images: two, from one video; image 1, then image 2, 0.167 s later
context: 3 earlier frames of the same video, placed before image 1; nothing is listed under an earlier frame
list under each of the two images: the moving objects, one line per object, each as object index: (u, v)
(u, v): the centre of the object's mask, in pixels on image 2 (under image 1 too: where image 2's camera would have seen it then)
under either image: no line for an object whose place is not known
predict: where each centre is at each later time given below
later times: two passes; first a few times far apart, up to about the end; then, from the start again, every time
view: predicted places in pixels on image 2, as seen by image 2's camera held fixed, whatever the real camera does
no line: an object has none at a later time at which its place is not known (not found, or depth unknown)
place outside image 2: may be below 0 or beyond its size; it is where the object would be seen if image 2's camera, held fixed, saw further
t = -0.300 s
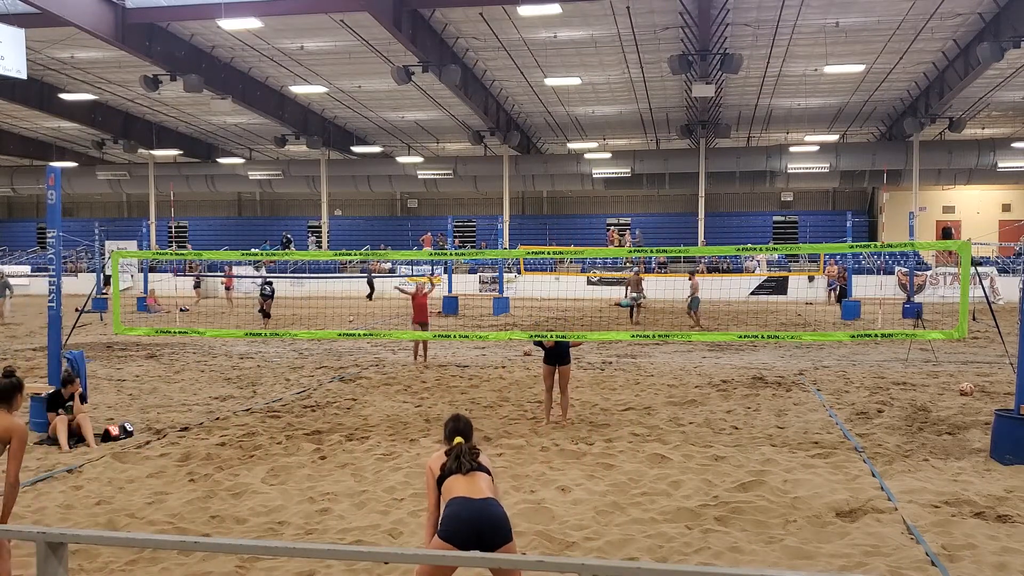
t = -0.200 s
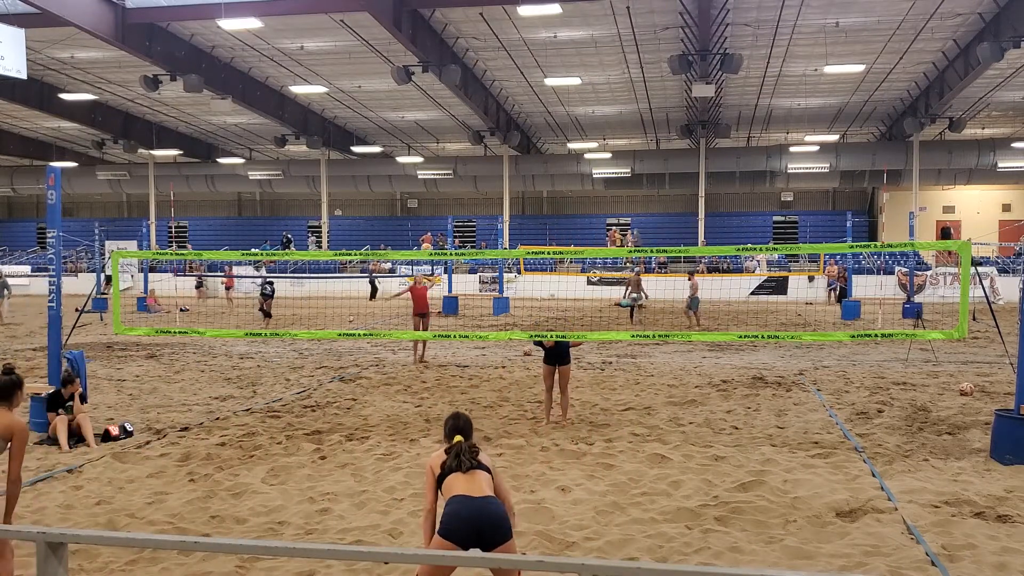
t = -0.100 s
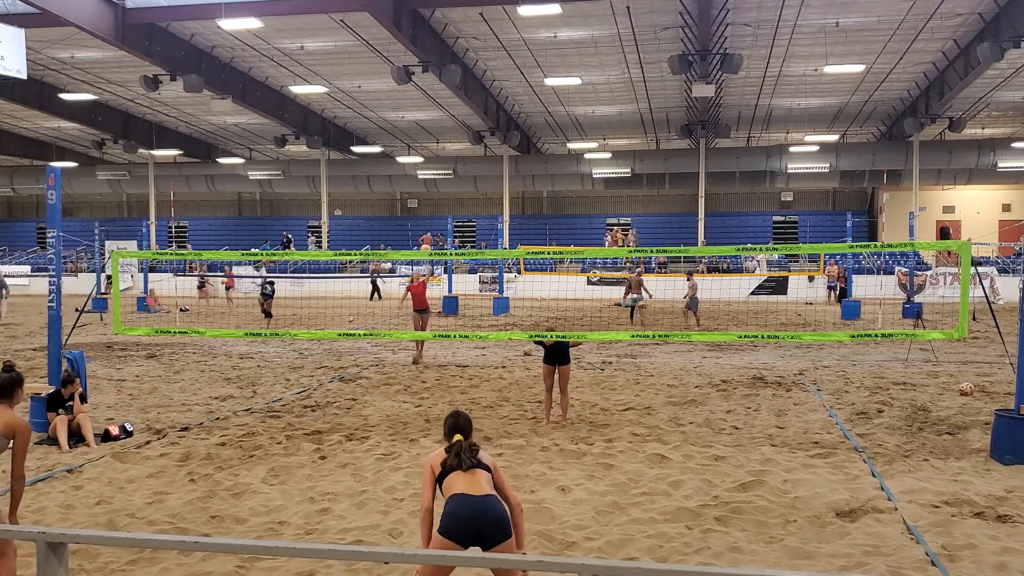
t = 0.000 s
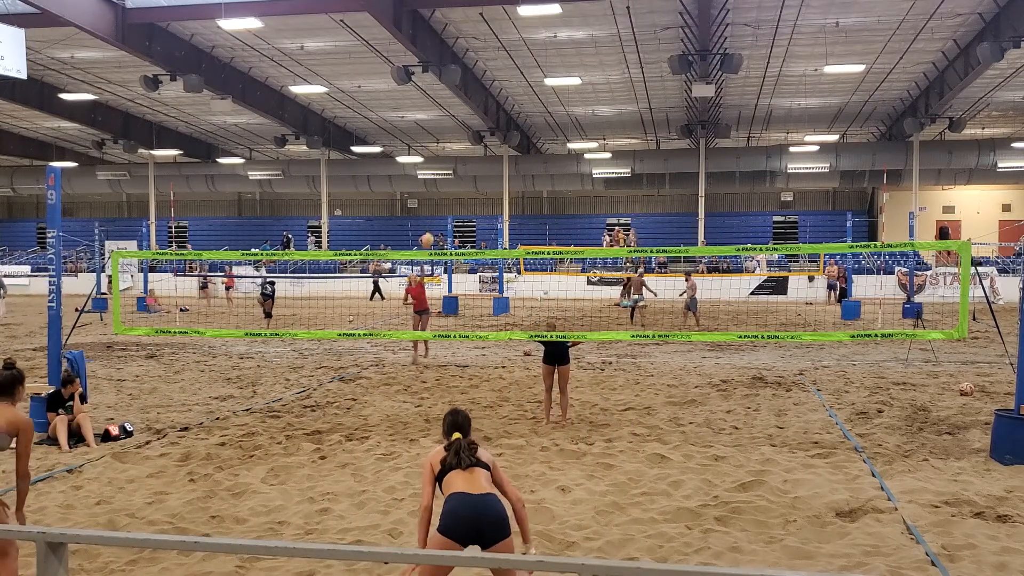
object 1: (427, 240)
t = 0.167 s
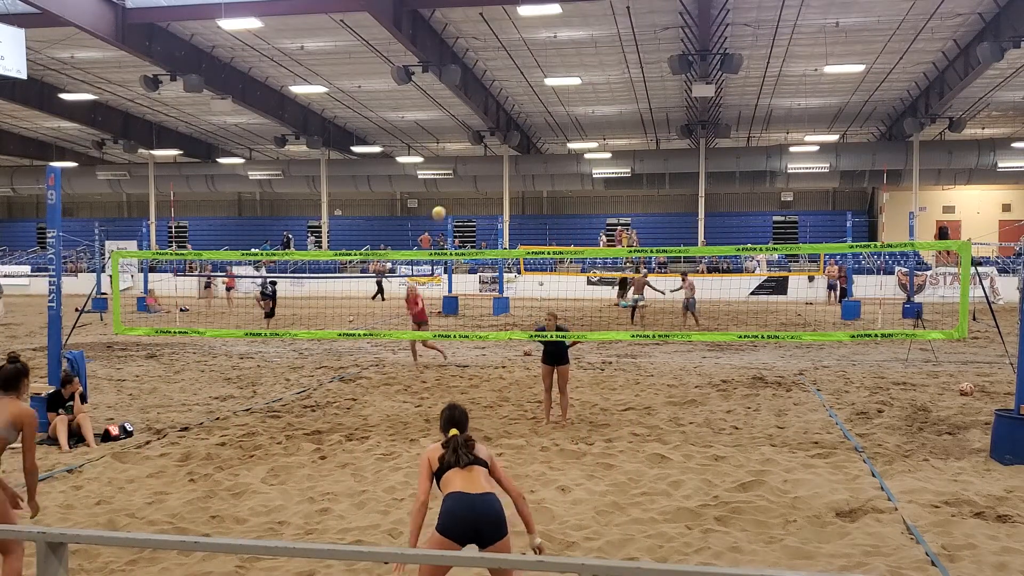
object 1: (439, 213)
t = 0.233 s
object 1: (445, 205)
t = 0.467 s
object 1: (475, 197)
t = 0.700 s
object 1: (525, 245)
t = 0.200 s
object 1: (441, 208)
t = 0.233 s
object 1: (445, 205)
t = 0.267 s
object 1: (448, 202)
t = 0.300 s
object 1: (452, 199)
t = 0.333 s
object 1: (456, 197)
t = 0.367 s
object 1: (460, 196)
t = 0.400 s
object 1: (465, 196)
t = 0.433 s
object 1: (470, 197)
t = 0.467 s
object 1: (475, 197)
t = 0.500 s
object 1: (482, 201)
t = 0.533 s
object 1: (488, 205)
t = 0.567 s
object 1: (494, 210)
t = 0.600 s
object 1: (502, 216)
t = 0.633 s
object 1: (510, 224)
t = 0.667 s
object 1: (518, 233)
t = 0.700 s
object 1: (525, 245)
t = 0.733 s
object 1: (533, 258)
